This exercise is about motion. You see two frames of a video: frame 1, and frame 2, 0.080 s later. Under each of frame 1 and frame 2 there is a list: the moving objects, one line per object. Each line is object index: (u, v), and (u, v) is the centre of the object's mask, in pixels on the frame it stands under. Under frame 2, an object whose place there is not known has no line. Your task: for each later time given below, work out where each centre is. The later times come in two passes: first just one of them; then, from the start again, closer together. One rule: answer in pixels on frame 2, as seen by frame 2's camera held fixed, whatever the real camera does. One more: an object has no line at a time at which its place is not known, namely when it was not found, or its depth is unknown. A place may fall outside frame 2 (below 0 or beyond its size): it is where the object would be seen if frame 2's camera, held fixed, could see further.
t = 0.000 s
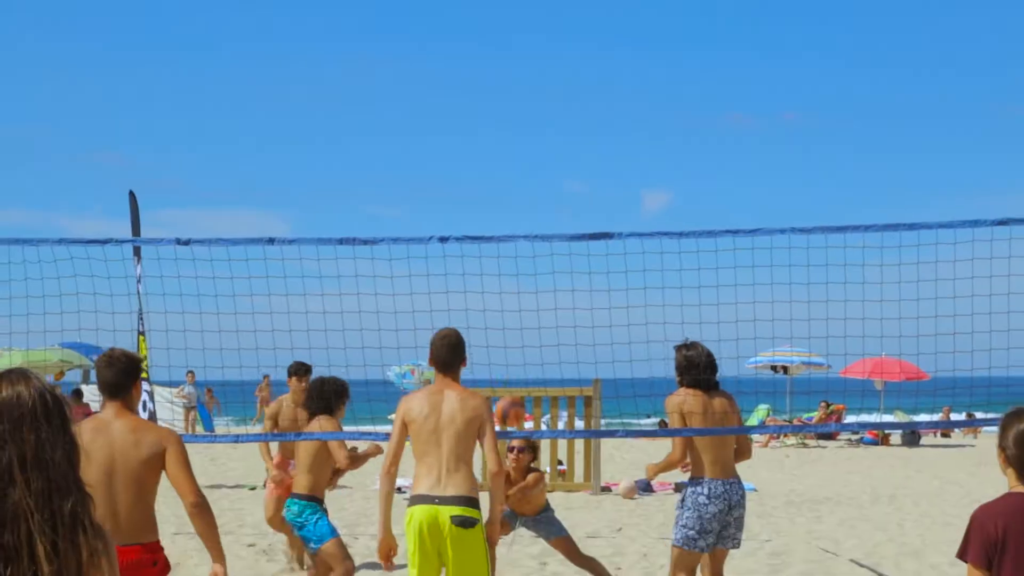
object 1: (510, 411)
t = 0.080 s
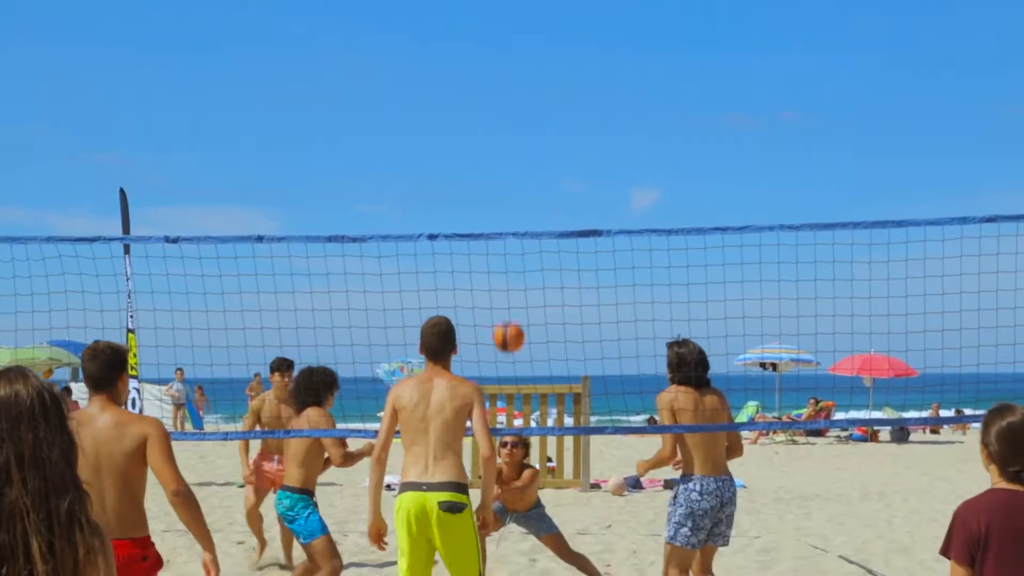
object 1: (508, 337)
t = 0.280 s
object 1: (519, 196)
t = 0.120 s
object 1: (511, 304)
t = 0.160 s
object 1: (513, 274)
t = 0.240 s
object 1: (517, 219)
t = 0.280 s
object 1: (519, 196)
